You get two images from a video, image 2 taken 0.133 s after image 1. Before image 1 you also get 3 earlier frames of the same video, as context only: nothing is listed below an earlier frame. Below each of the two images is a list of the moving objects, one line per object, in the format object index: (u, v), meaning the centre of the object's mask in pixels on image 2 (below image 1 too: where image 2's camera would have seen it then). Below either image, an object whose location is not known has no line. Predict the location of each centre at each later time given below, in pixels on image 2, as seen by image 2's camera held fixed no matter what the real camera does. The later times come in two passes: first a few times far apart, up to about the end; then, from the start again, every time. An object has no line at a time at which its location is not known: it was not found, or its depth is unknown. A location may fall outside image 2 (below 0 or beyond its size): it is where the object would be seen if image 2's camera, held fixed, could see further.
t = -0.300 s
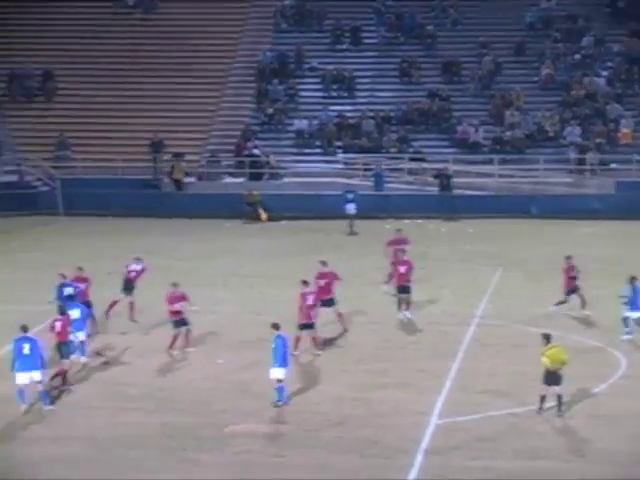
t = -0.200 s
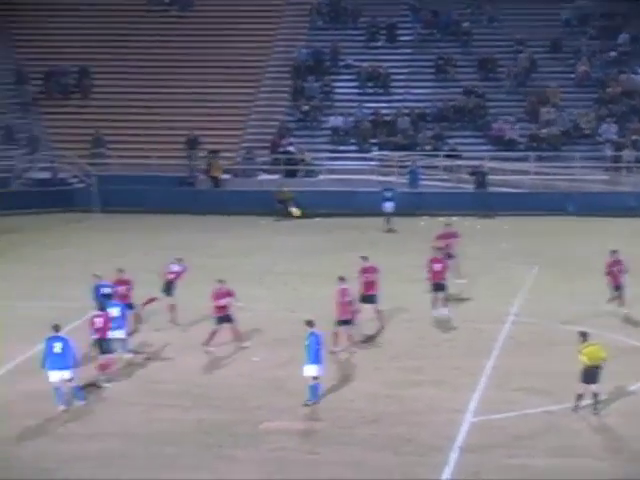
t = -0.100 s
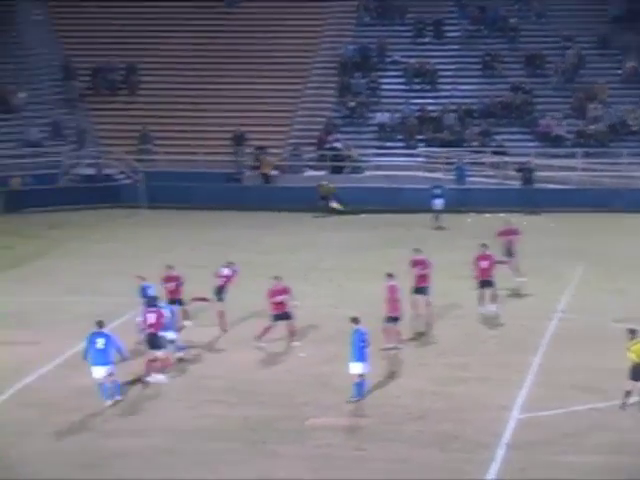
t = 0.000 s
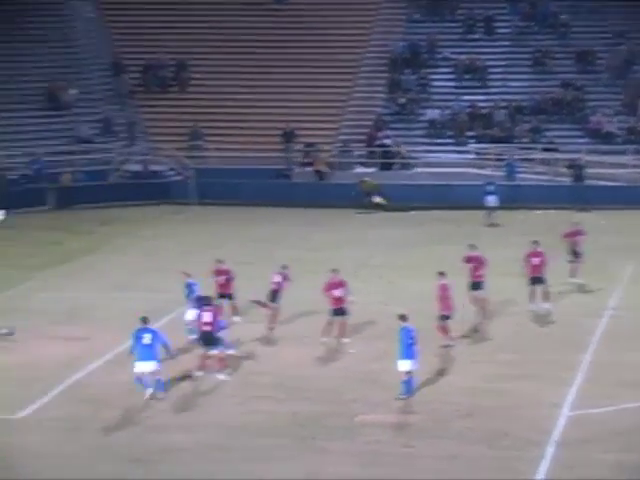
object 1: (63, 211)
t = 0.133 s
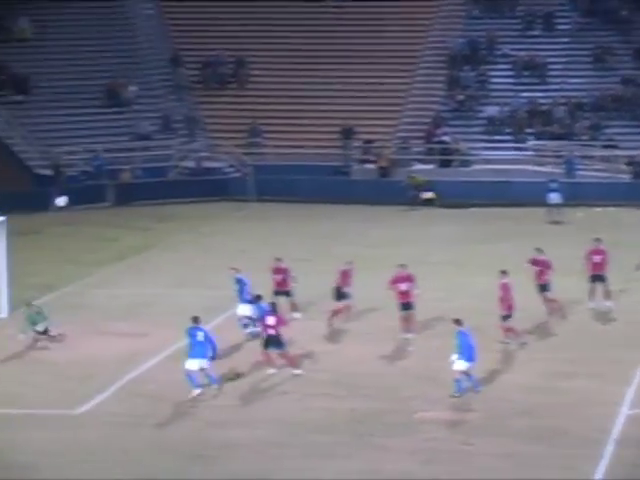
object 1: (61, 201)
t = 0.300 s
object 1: (64, 199)
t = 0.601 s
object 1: (68, 222)
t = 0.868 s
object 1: (73, 275)
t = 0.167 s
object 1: (62, 200)
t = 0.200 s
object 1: (63, 199)
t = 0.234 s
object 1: (64, 198)
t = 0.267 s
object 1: (64, 198)
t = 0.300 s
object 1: (64, 199)
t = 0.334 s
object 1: (66, 200)
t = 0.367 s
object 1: (66, 200)
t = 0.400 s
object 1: (66, 202)
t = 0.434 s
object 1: (67, 204)
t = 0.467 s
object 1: (68, 207)
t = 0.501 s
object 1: (68, 210)
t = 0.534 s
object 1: (68, 213)
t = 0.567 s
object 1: (69, 218)
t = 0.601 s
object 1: (68, 222)
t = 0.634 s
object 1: (69, 227)
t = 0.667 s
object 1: (70, 232)
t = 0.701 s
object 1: (70, 238)
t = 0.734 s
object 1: (71, 244)
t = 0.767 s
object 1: (72, 251)
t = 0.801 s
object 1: (72, 259)
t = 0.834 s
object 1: (72, 266)
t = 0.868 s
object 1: (73, 275)
